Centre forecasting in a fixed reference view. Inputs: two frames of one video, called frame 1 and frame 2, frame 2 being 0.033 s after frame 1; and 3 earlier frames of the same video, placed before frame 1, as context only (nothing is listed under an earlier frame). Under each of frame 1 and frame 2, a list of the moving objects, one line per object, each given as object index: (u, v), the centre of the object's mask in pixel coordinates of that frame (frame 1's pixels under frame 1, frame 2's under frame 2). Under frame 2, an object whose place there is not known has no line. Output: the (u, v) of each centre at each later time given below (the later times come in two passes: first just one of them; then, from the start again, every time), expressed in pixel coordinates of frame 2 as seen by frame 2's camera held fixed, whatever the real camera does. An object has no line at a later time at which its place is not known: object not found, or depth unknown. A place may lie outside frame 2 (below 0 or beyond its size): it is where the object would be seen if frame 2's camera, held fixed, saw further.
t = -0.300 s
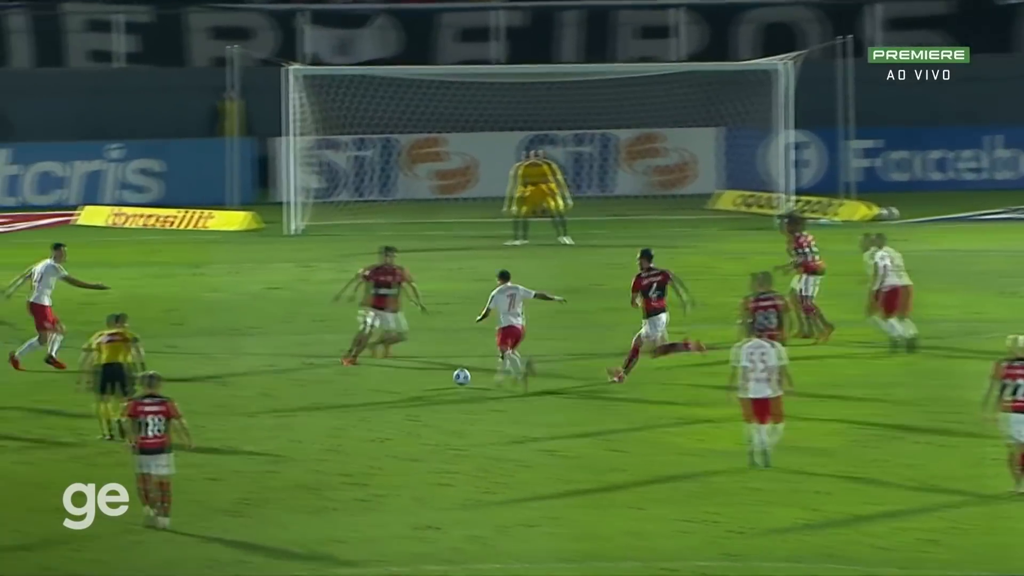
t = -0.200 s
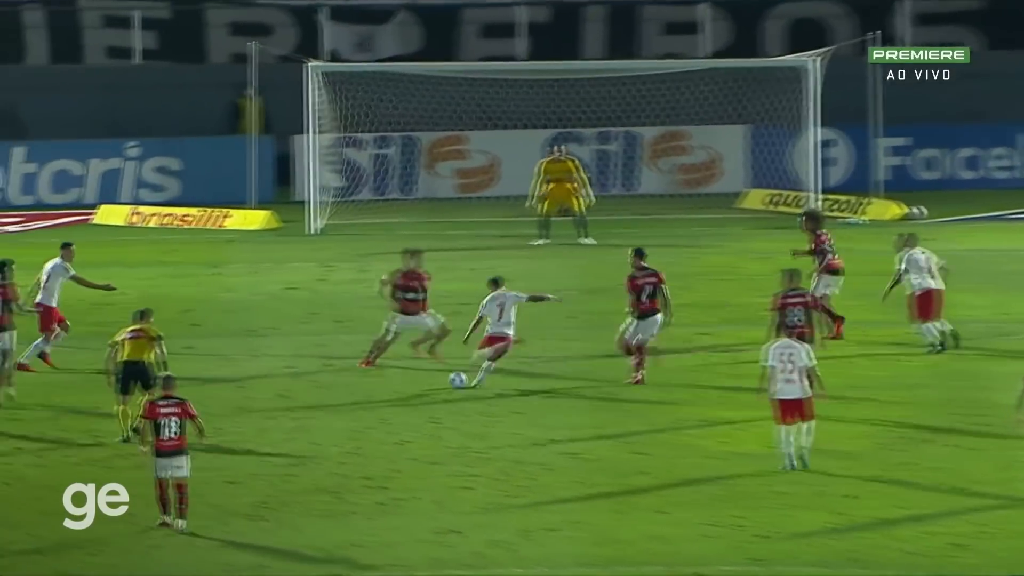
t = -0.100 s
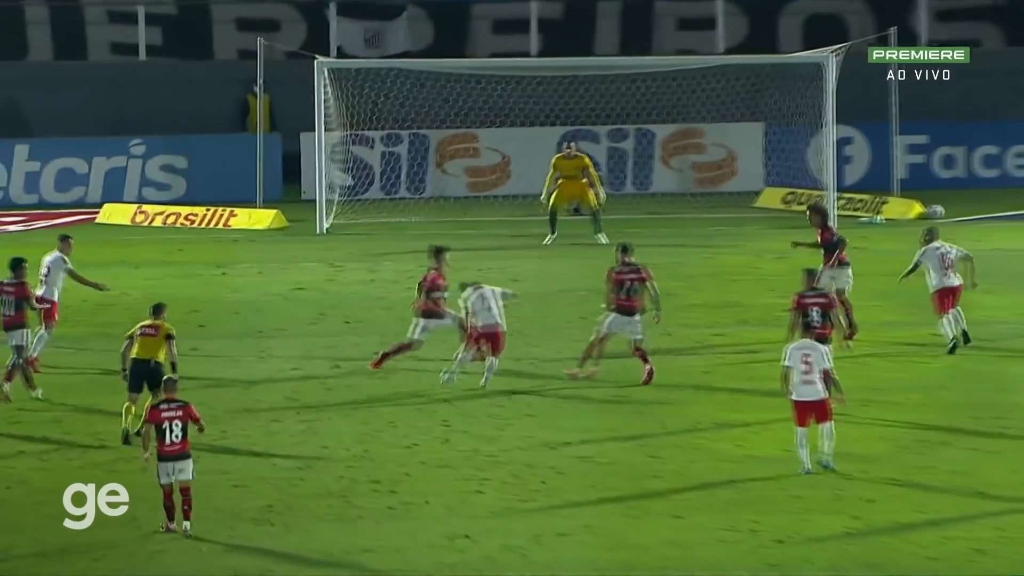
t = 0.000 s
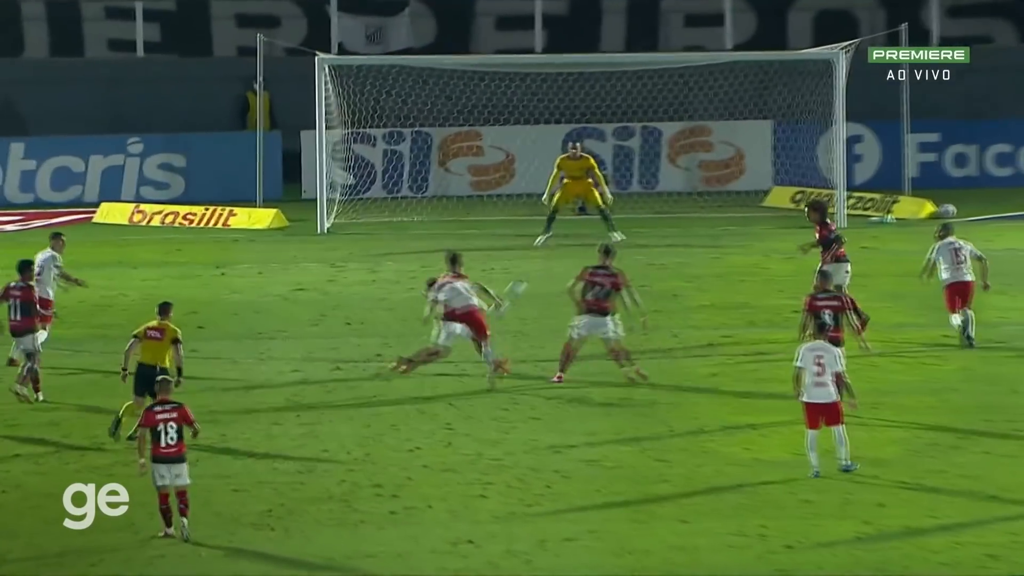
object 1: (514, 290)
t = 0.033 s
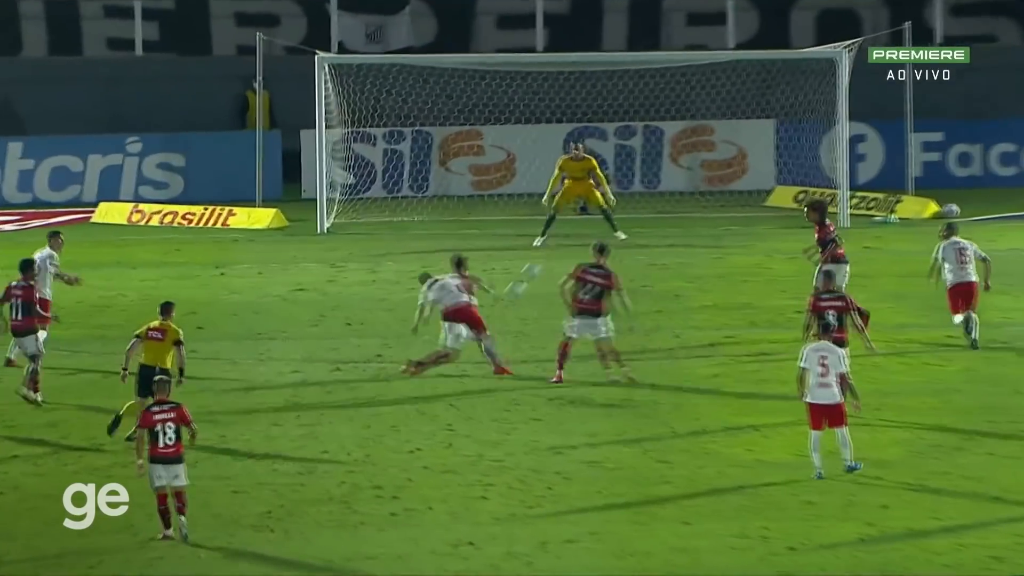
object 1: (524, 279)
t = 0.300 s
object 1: (634, 165)
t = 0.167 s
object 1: (592, 207)
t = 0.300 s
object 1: (634, 165)
